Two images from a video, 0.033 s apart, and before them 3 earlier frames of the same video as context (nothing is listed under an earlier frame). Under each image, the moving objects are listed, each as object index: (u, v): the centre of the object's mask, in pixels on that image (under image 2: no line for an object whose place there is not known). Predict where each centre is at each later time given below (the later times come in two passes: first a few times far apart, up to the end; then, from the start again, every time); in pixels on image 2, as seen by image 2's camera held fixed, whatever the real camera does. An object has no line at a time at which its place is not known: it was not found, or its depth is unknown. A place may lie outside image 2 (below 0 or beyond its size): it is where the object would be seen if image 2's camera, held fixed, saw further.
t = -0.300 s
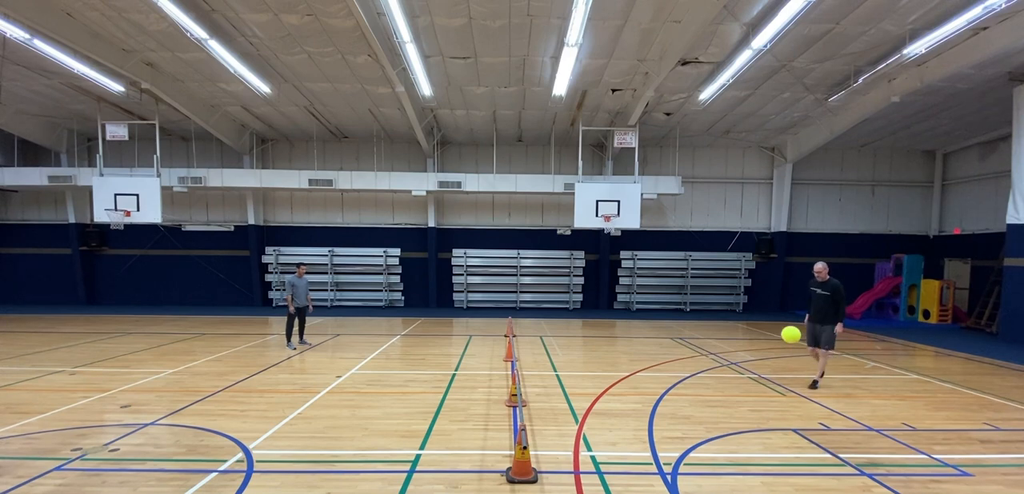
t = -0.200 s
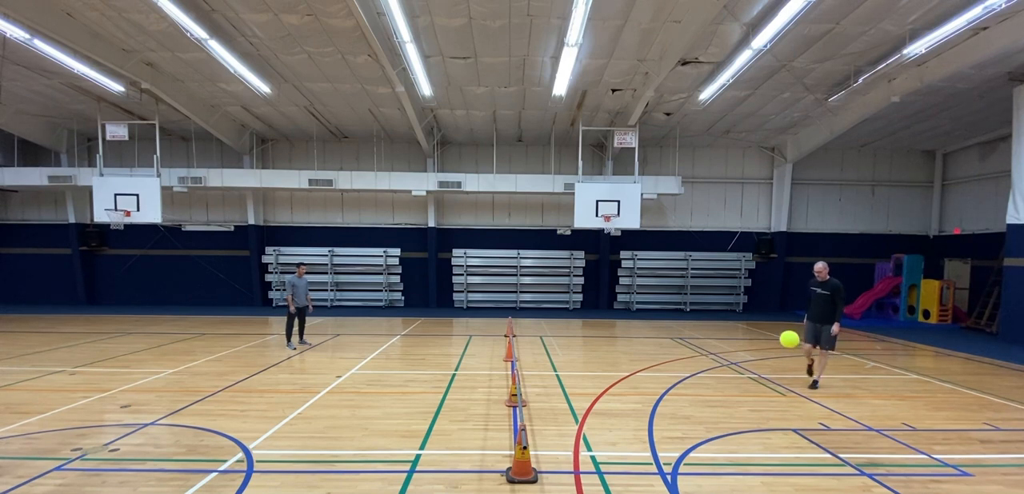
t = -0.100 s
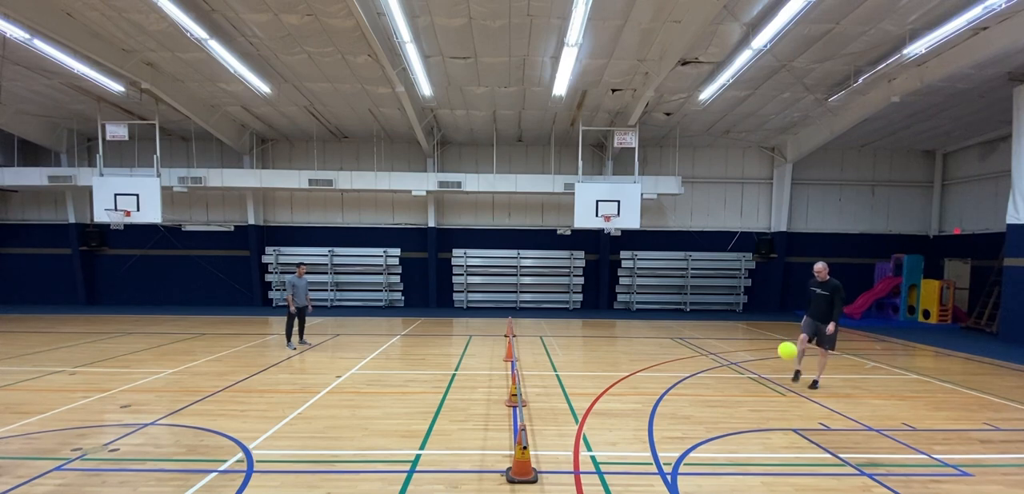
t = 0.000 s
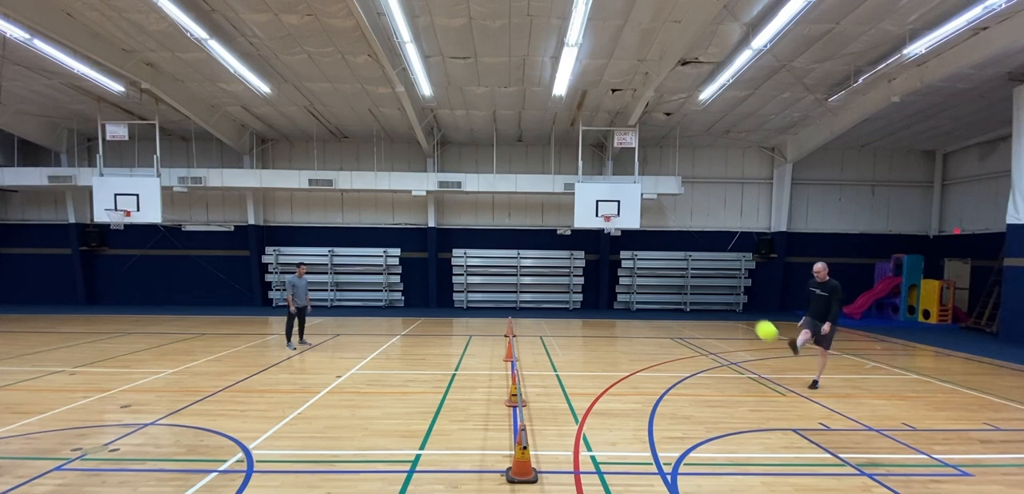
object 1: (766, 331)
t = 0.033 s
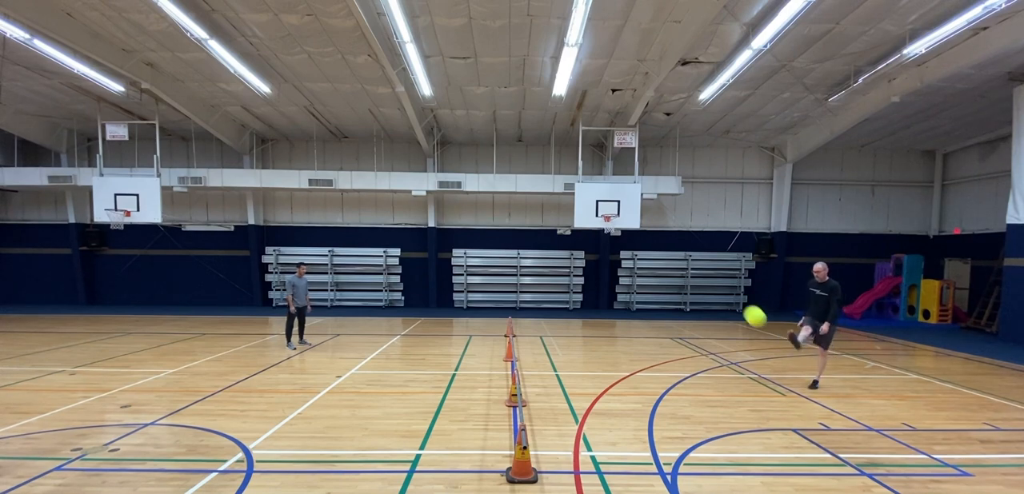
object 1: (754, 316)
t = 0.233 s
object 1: (684, 249)
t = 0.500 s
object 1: (594, 208)
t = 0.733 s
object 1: (522, 218)
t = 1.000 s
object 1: (448, 272)
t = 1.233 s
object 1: (390, 350)
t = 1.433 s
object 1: (358, 323)
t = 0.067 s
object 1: (742, 303)
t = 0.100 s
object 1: (731, 290)
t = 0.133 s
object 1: (719, 279)
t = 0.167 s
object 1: (707, 268)
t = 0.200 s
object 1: (695, 258)
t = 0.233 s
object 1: (684, 249)
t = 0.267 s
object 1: (672, 241)
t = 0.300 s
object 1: (661, 234)
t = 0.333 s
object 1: (650, 227)
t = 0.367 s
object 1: (640, 222)
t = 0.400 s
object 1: (627, 217)
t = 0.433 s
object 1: (616, 213)
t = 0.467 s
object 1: (605, 211)
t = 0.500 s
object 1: (594, 208)
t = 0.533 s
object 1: (583, 207)
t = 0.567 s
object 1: (572, 208)
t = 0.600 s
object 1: (563, 208)
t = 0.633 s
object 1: (552, 209)
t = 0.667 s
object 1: (542, 211)
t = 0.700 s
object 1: (532, 215)
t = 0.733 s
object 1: (522, 218)
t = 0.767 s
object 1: (512, 222)
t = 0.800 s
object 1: (503, 227)
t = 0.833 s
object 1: (493, 233)
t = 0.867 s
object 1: (484, 240)
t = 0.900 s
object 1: (475, 247)
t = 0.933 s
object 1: (466, 254)
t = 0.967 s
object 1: (457, 263)
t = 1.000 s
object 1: (448, 272)
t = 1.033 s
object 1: (440, 282)
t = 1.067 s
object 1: (431, 292)
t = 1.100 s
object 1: (422, 302)
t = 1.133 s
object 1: (414, 314)
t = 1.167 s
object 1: (406, 325)
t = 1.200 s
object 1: (398, 338)
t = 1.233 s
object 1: (390, 350)
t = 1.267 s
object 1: (382, 364)
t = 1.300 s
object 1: (376, 368)
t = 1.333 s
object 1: (371, 355)
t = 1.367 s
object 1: (367, 343)
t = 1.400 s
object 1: (363, 333)
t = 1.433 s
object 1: (358, 323)
